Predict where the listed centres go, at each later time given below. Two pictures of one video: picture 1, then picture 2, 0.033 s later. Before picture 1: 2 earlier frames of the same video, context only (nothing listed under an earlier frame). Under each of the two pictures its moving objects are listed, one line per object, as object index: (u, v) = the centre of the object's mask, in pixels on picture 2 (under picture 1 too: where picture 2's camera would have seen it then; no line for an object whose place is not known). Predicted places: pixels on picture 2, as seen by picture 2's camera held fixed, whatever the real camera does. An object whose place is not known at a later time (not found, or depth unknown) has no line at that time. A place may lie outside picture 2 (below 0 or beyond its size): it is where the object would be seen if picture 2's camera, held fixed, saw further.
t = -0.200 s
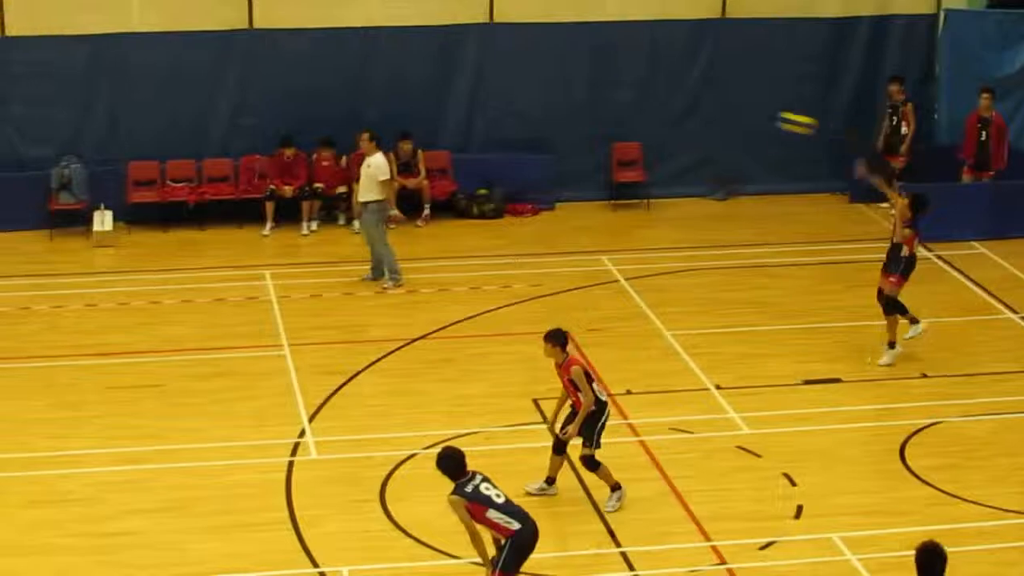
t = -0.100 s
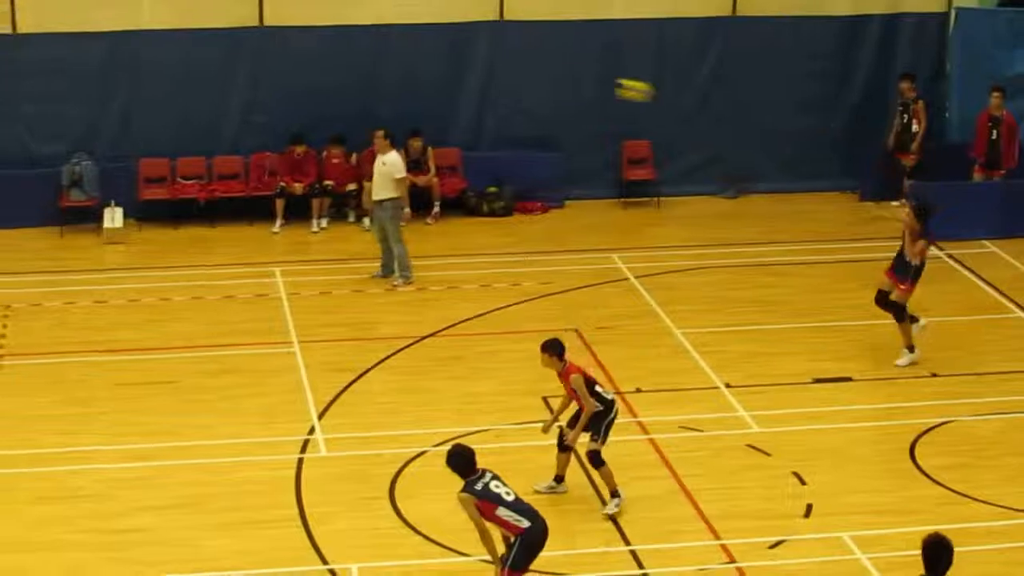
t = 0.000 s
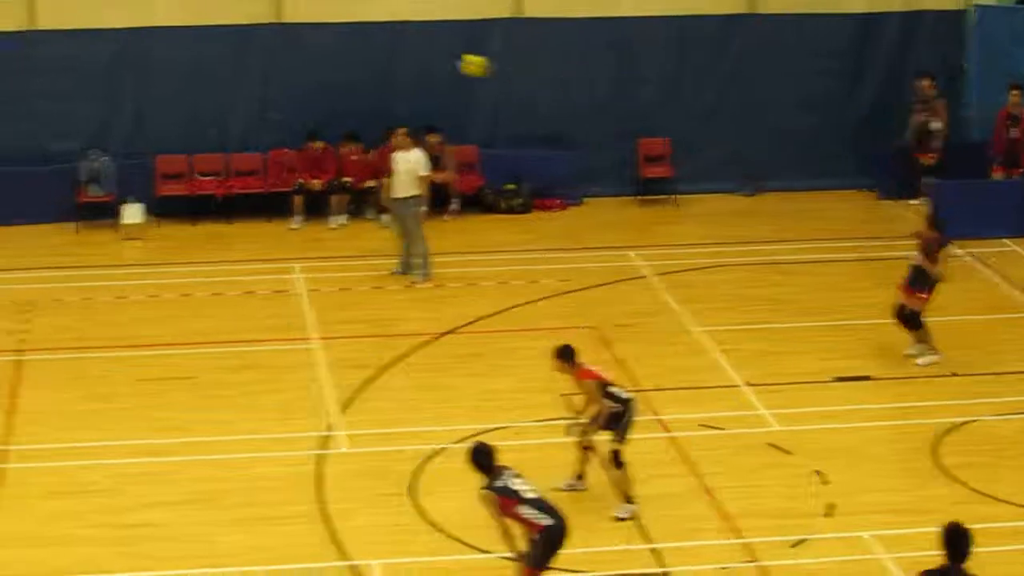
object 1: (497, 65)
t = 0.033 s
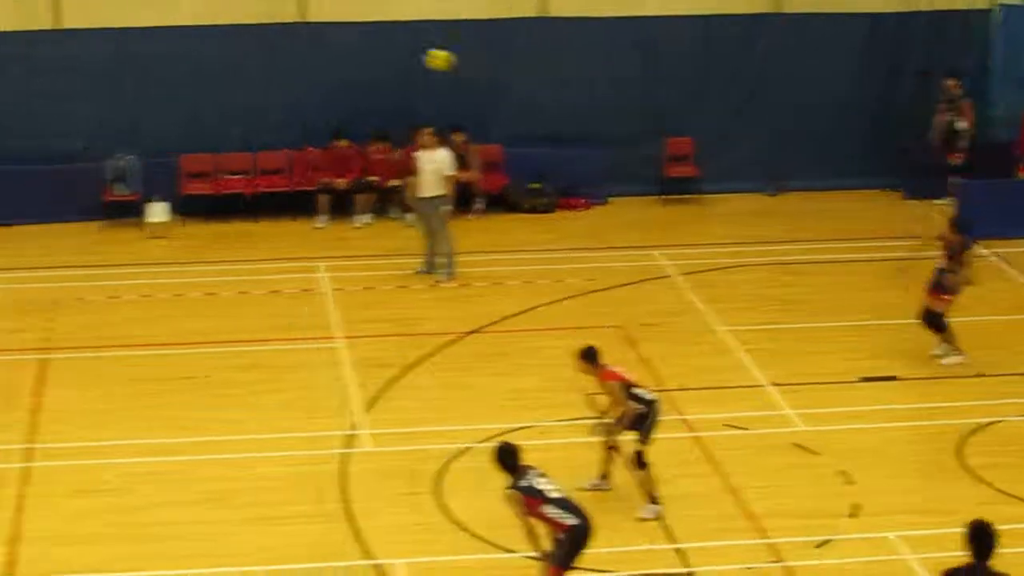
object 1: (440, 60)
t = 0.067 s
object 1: (381, 56)
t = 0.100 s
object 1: (324, 53)
